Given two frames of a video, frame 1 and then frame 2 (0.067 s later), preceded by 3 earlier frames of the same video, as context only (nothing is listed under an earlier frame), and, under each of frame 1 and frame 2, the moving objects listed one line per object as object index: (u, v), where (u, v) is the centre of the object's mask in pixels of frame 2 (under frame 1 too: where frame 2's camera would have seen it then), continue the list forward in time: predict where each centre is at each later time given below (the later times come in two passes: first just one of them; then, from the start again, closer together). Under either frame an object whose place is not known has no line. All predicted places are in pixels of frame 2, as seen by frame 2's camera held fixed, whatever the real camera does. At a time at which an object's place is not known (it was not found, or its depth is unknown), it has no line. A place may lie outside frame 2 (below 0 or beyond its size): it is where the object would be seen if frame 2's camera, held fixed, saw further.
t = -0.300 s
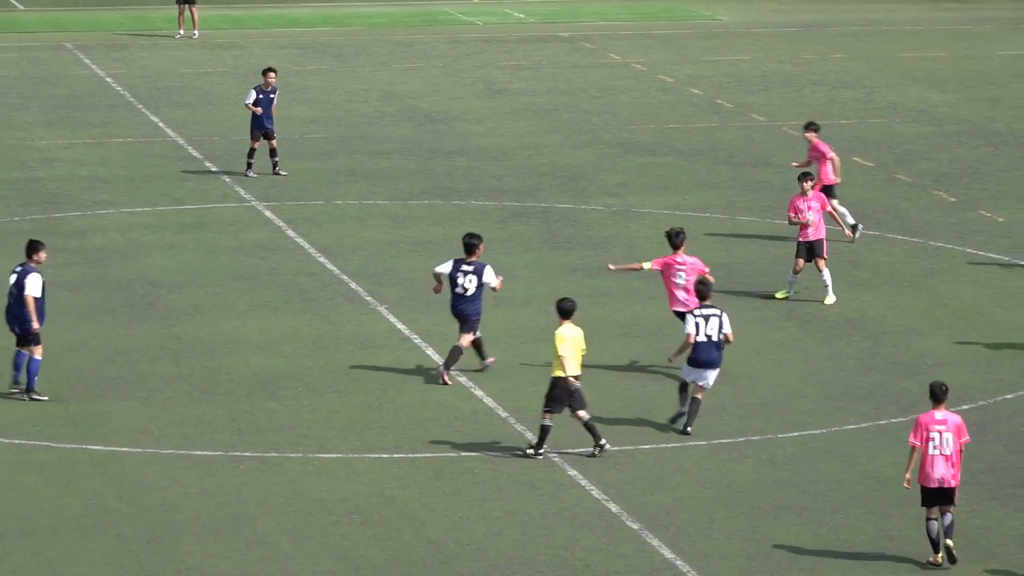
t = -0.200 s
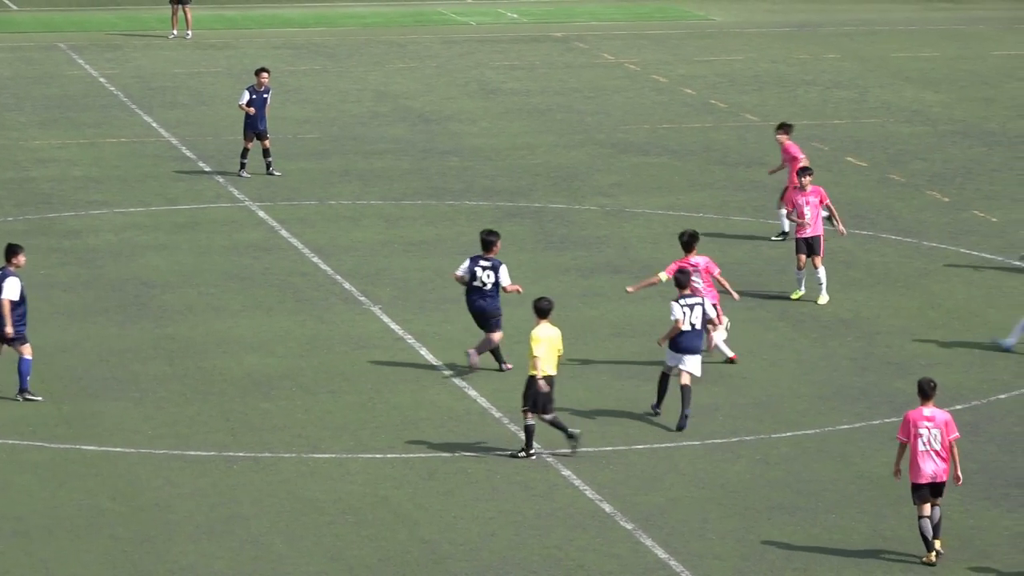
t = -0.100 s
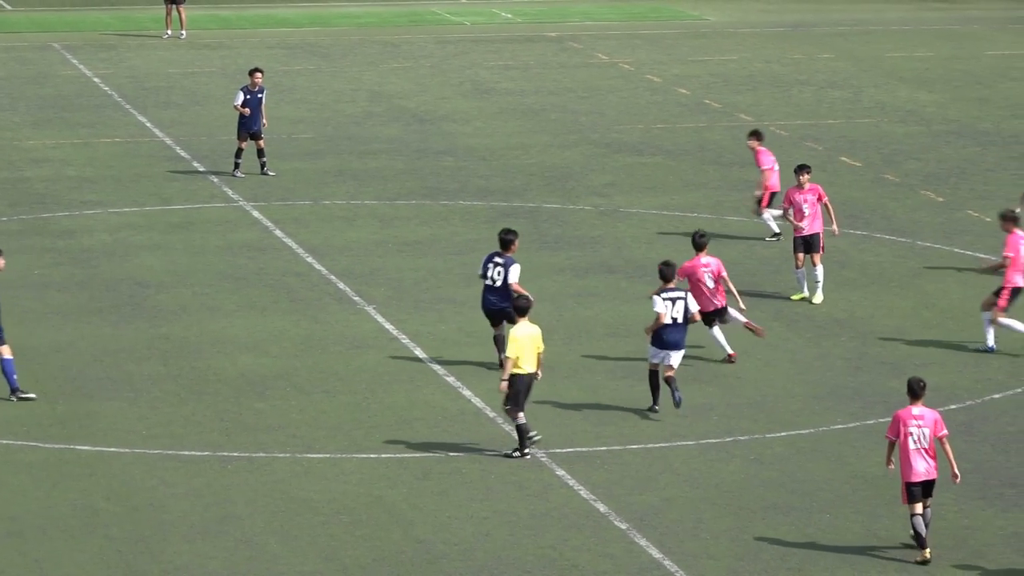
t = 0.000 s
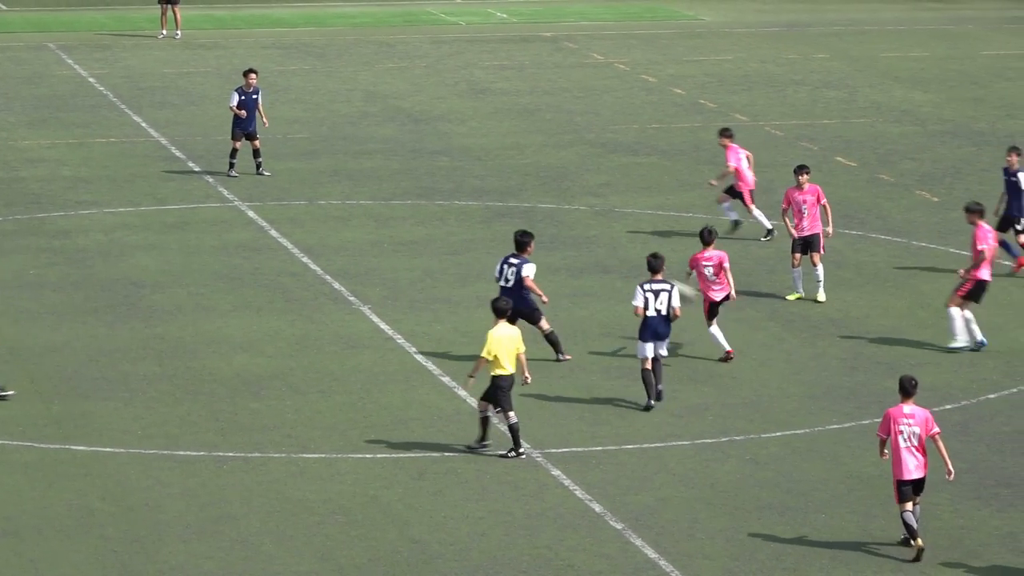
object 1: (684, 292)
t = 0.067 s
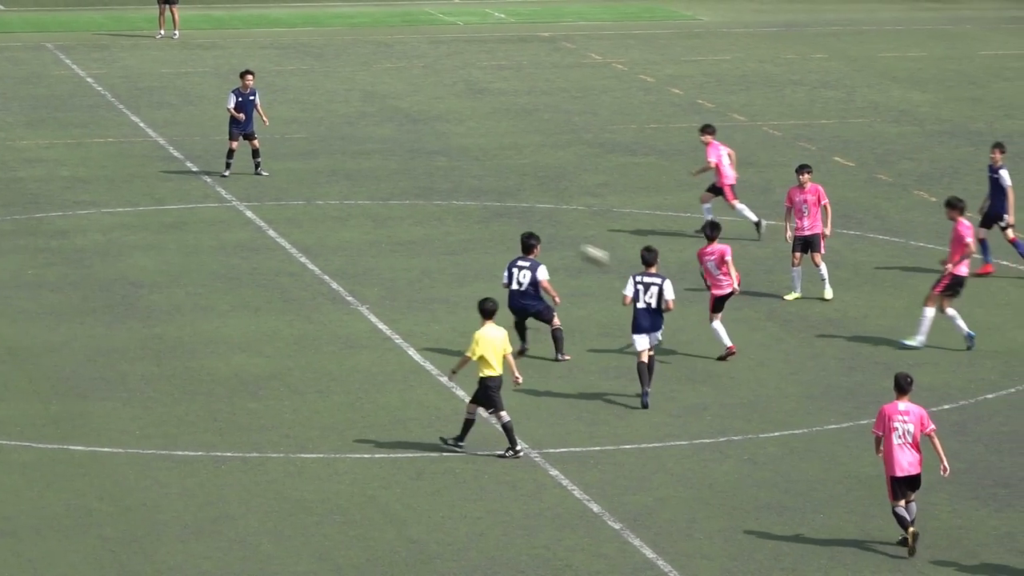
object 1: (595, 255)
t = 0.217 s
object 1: (414, 197)
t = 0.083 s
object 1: (573, 247)
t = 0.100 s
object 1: (555, 239)
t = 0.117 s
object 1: (532, 229)
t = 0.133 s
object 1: (513, 225)
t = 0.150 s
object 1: (493, 218)
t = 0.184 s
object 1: (452, 207)
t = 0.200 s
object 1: (433, 202)
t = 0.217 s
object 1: (414, 197)
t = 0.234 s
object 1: (394, 191)
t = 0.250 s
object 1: (375, 186)
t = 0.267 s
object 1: (356, 182)
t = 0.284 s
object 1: (338, 178)
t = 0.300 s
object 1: (320, 174)
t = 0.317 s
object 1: (301, 171)
